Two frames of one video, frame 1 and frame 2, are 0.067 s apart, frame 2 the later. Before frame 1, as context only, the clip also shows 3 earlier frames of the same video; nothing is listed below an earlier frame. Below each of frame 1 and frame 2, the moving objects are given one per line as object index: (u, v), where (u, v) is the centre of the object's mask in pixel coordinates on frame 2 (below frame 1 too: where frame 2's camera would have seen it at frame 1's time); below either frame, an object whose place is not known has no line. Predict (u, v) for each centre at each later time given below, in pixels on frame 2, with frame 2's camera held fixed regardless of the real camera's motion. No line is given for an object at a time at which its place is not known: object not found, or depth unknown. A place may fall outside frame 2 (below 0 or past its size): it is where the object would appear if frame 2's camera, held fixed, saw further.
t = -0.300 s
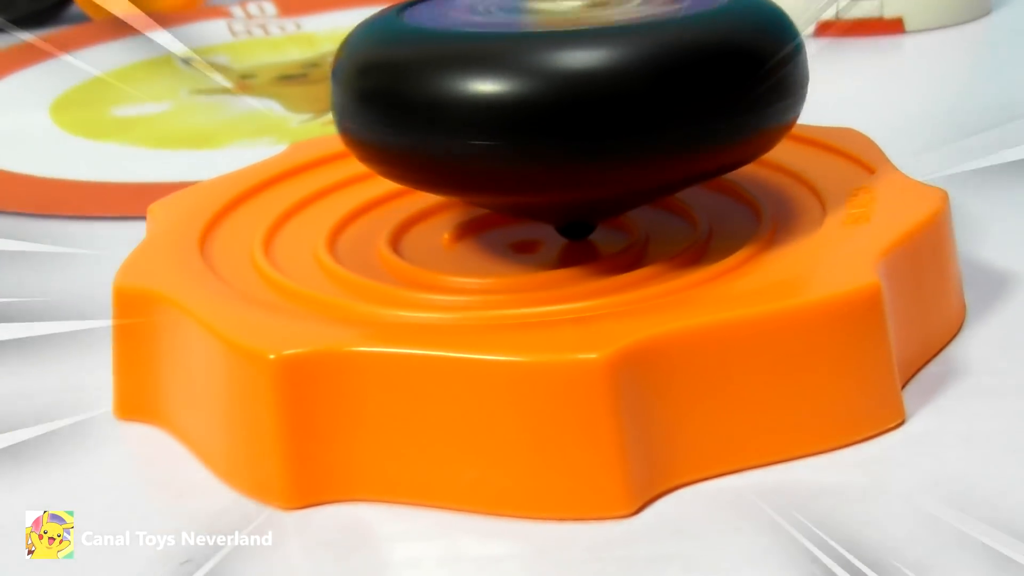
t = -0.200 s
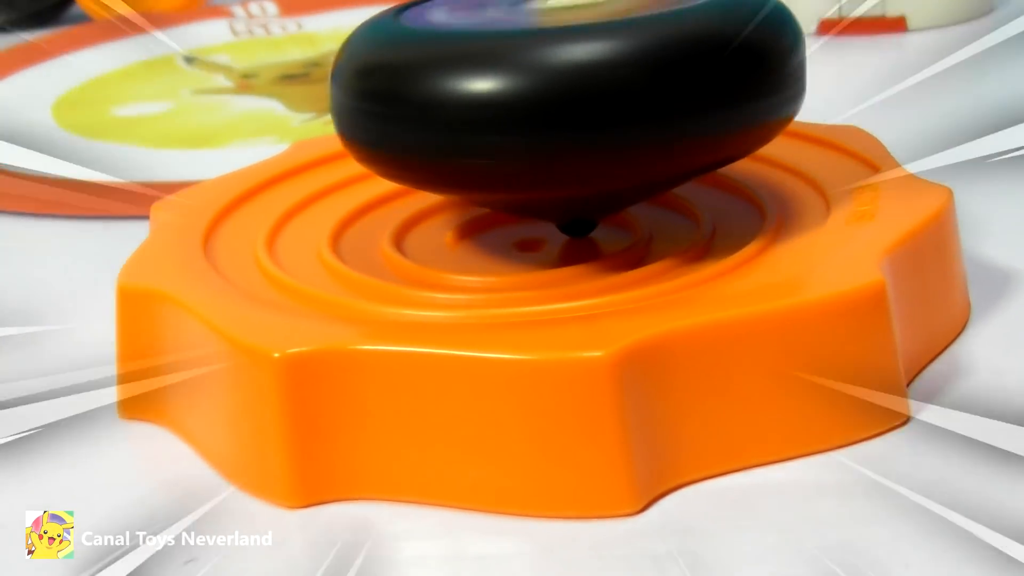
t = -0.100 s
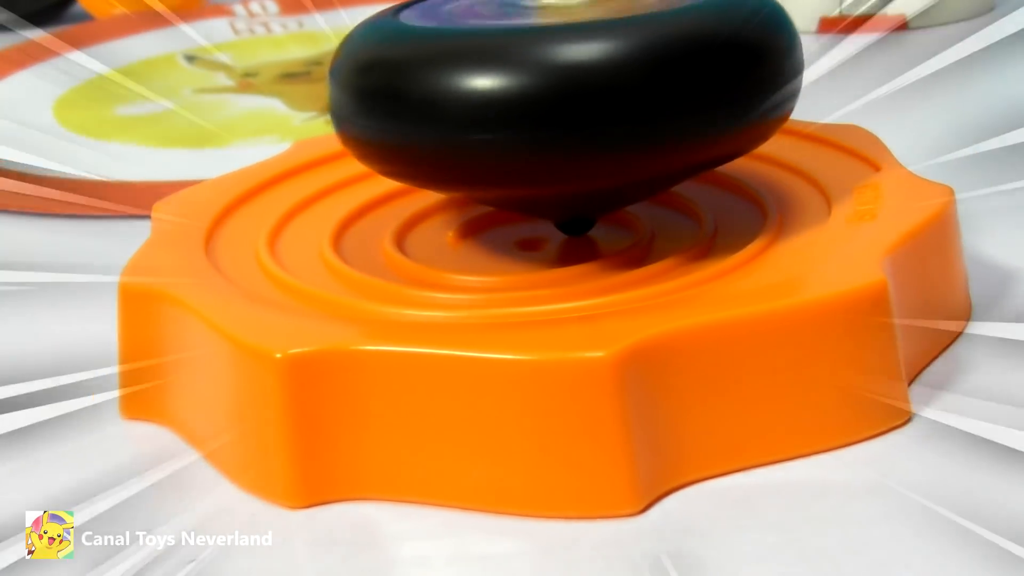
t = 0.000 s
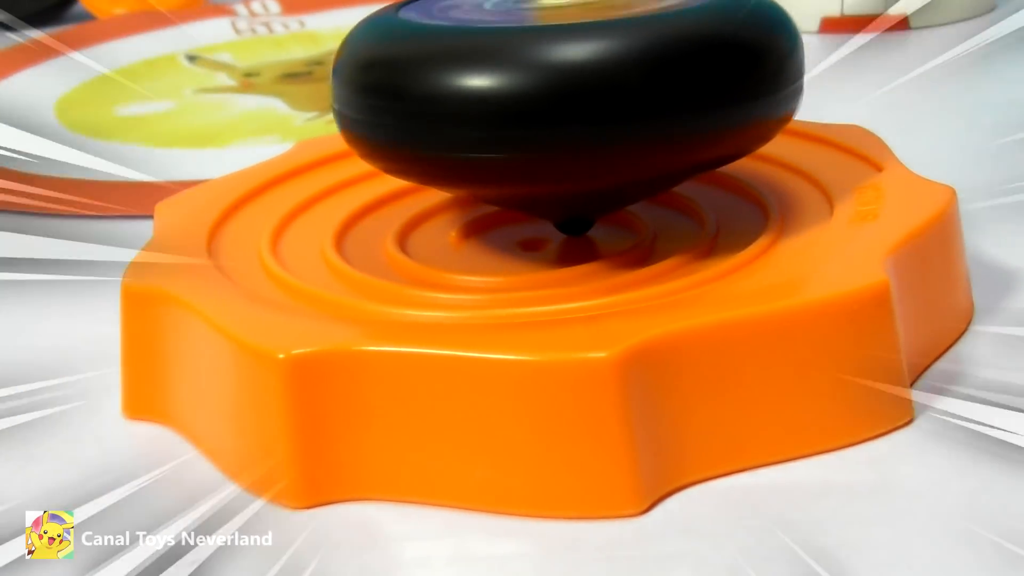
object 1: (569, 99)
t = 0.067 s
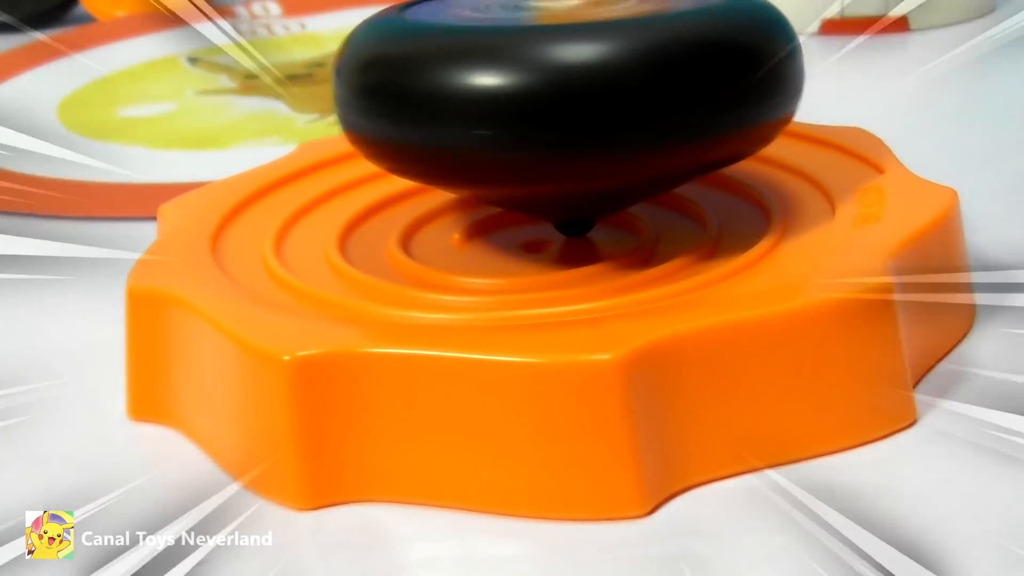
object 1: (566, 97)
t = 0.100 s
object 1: (565, 97)
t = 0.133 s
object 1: (562, 98)
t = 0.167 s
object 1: (560, 97)
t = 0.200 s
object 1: (558, 97)
